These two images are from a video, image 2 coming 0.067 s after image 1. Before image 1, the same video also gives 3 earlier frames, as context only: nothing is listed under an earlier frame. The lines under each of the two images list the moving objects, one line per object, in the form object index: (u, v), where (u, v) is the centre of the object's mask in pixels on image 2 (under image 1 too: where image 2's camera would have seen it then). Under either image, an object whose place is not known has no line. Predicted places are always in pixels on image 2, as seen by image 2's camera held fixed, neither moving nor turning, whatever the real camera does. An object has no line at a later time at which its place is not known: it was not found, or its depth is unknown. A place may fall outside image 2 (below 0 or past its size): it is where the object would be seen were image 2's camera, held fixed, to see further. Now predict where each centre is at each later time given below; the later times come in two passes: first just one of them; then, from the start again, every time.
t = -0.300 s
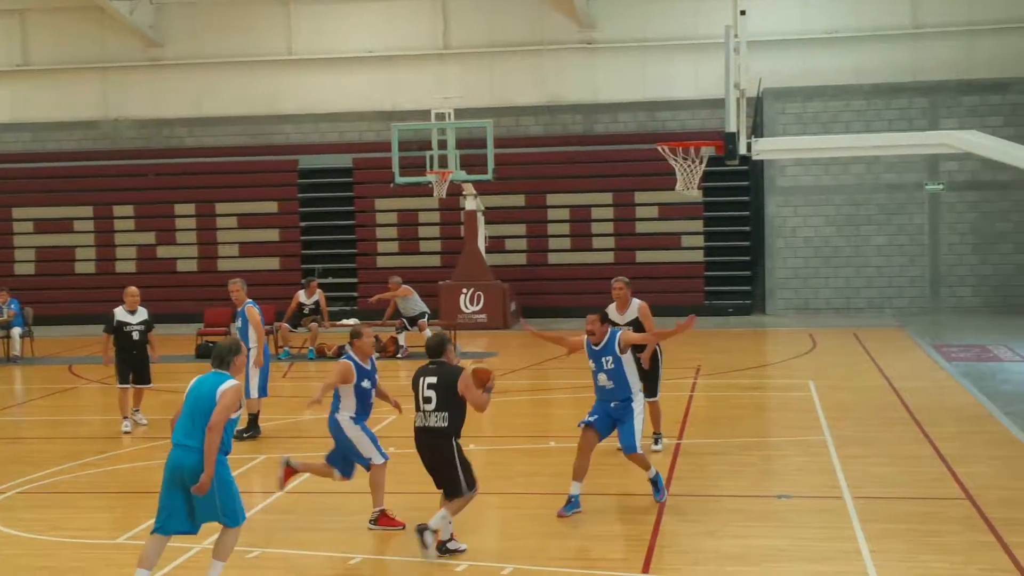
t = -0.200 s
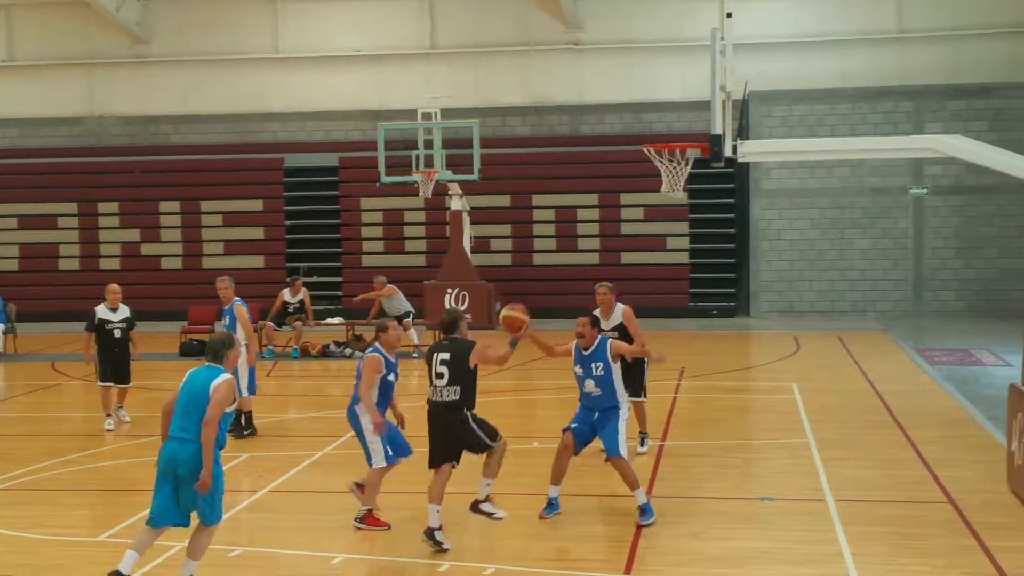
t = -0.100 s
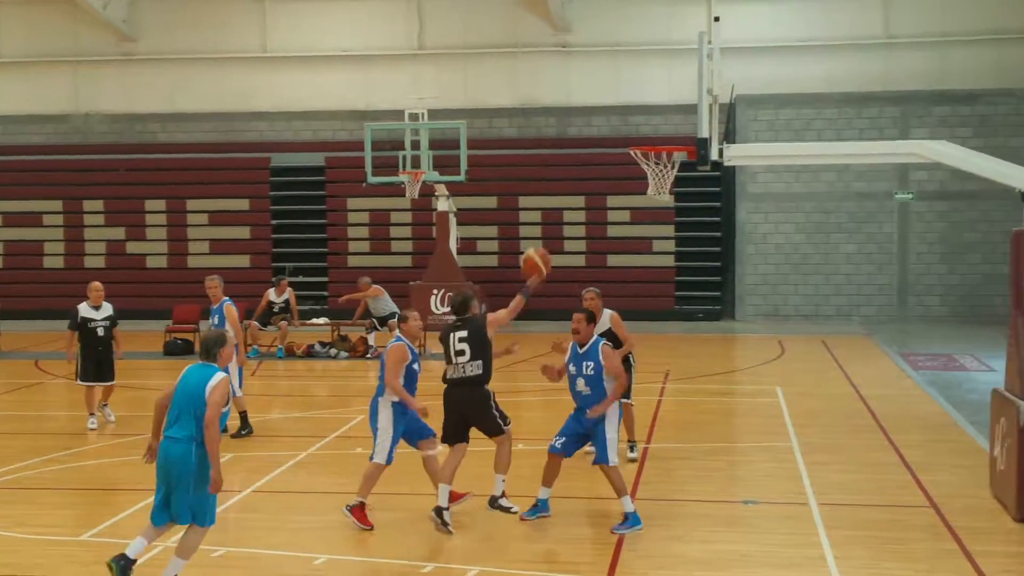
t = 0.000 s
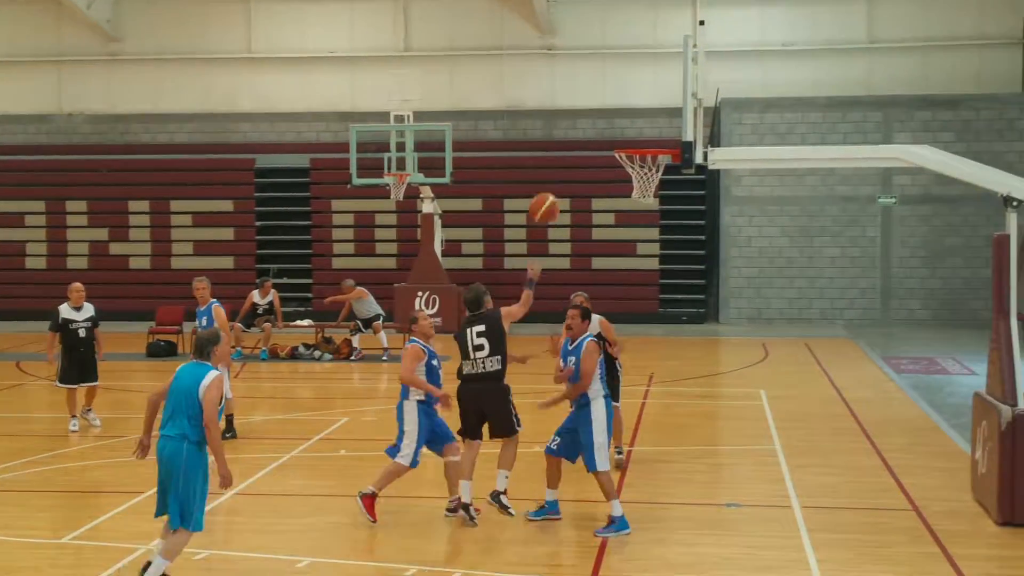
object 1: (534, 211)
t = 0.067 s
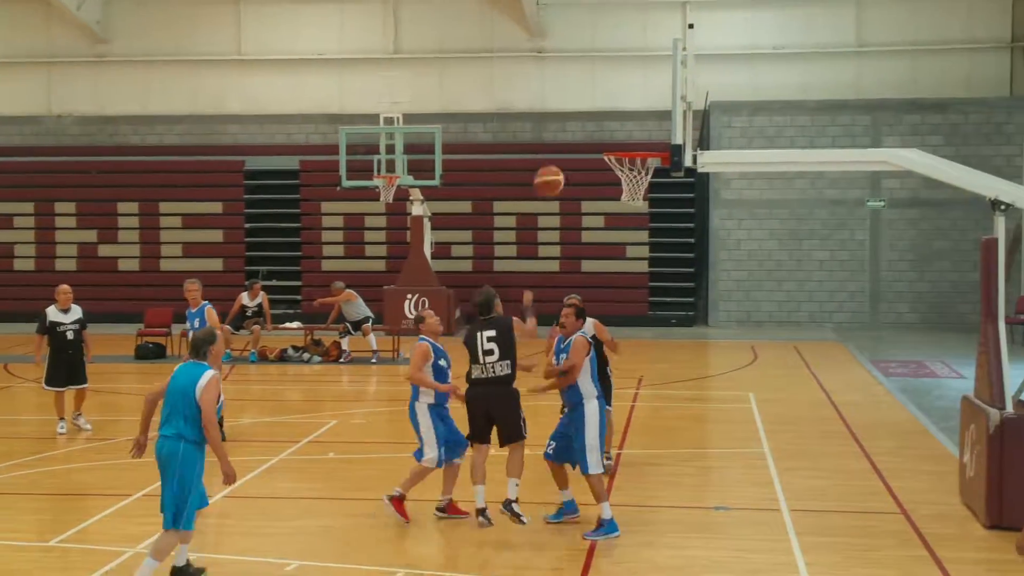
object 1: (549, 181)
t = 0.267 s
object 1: (591, 124)
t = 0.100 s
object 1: (555, 168)
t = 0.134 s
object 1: (562, 157)
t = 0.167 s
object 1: (570, 146)
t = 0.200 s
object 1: (577, 137)
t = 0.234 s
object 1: (584, 130)
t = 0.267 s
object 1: (591, 124)
